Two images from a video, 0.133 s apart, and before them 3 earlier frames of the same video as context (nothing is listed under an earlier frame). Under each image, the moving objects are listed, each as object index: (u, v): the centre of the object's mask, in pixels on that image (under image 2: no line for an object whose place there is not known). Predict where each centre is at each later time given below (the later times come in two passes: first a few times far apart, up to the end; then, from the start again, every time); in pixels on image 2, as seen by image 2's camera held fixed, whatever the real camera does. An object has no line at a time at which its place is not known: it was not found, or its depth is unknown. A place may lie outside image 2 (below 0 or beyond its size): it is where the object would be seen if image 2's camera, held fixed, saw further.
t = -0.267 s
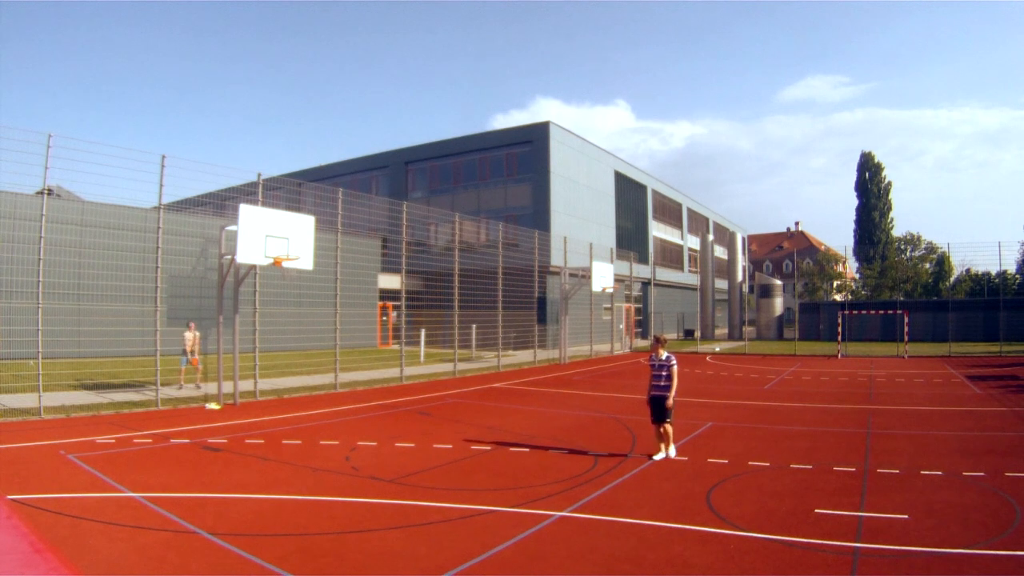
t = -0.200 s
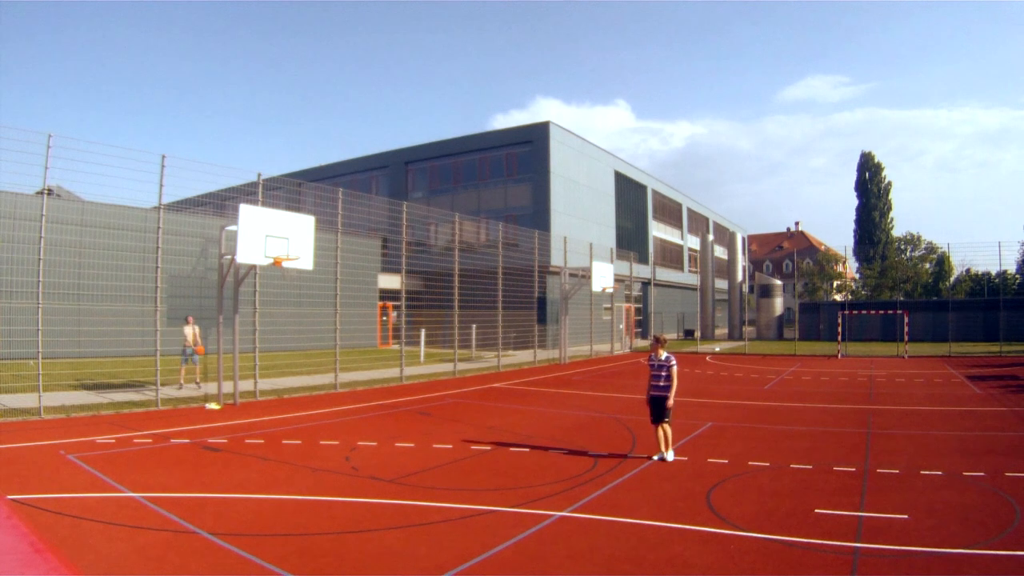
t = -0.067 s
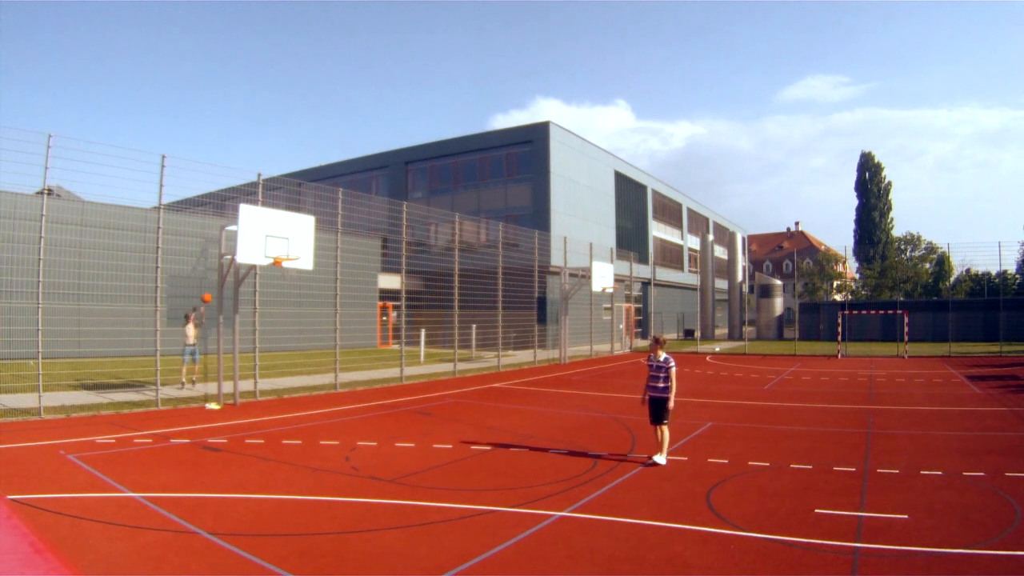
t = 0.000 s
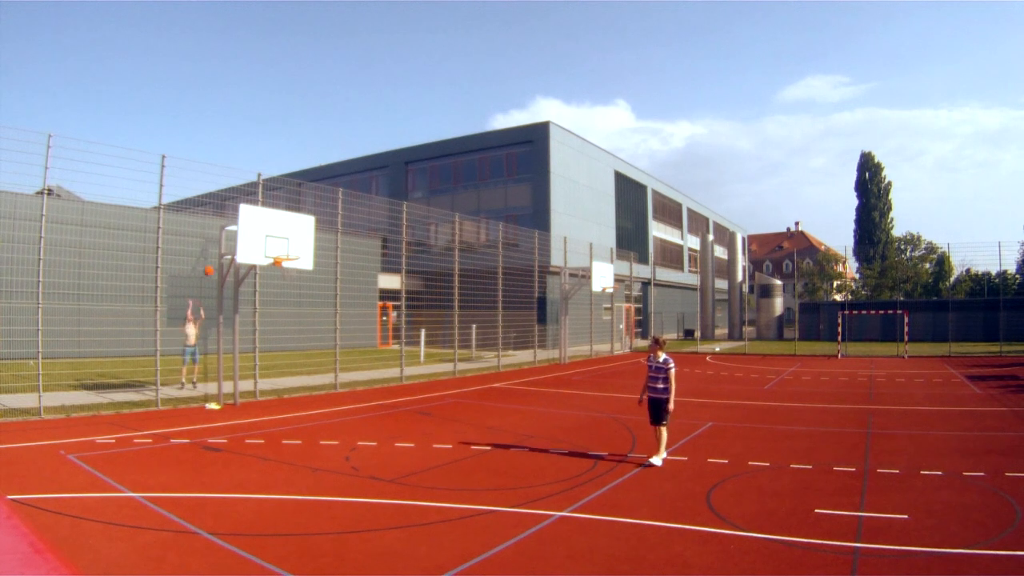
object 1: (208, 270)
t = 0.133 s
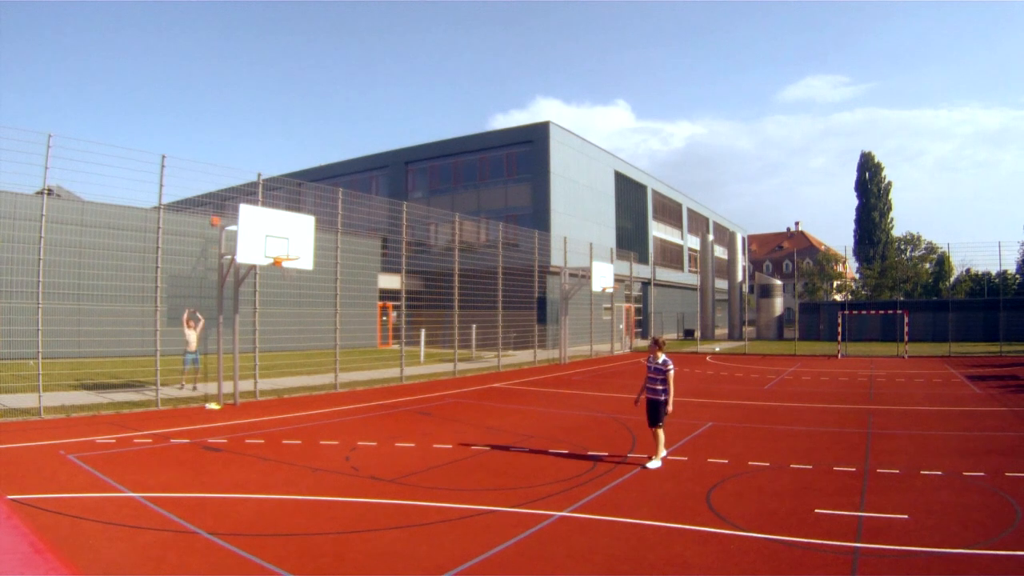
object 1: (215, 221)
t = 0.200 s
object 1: (218, 199)
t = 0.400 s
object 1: (228, 143)
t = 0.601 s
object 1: (238, 102)
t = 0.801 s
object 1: (249, 76)
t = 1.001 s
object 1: (257, 66)
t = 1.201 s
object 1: (265, 72)
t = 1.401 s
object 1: (272, 96)
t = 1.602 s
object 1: (279, 140)
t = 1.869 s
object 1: (289, 237)
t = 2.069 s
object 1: (293, 291)
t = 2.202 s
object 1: (293, 325)
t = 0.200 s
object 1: (218, 199)
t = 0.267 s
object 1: (221, 179)
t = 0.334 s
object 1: (224, 159)
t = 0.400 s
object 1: (228, 143)
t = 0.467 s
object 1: (231, 127)
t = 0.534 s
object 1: (235, 114)
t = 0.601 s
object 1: (238, 102)
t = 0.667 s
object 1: (242, 92)
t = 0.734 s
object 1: (245, 83)
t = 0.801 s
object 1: (249, 76)
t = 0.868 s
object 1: (252, 71)
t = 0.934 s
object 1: (255, 68)
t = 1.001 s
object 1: (257, 66)
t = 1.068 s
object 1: (260, 66)
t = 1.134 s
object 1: (263, 68)
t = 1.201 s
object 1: (265, 72)
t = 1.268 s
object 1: (268, 78)
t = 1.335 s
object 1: (270, 85)
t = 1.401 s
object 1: (272, 96)
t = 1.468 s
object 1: (274, 108)
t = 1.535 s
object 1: (276, 123)
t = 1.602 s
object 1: (279, 140)
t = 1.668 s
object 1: (281, 160)
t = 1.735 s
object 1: (285, 182)
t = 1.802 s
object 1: (286, 209)
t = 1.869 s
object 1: (289, 237)
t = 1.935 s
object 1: (292, 267)
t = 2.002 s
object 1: (292, 278)
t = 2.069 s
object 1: (293, 291)
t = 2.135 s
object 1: (293, 307)
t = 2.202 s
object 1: (293, 325)
